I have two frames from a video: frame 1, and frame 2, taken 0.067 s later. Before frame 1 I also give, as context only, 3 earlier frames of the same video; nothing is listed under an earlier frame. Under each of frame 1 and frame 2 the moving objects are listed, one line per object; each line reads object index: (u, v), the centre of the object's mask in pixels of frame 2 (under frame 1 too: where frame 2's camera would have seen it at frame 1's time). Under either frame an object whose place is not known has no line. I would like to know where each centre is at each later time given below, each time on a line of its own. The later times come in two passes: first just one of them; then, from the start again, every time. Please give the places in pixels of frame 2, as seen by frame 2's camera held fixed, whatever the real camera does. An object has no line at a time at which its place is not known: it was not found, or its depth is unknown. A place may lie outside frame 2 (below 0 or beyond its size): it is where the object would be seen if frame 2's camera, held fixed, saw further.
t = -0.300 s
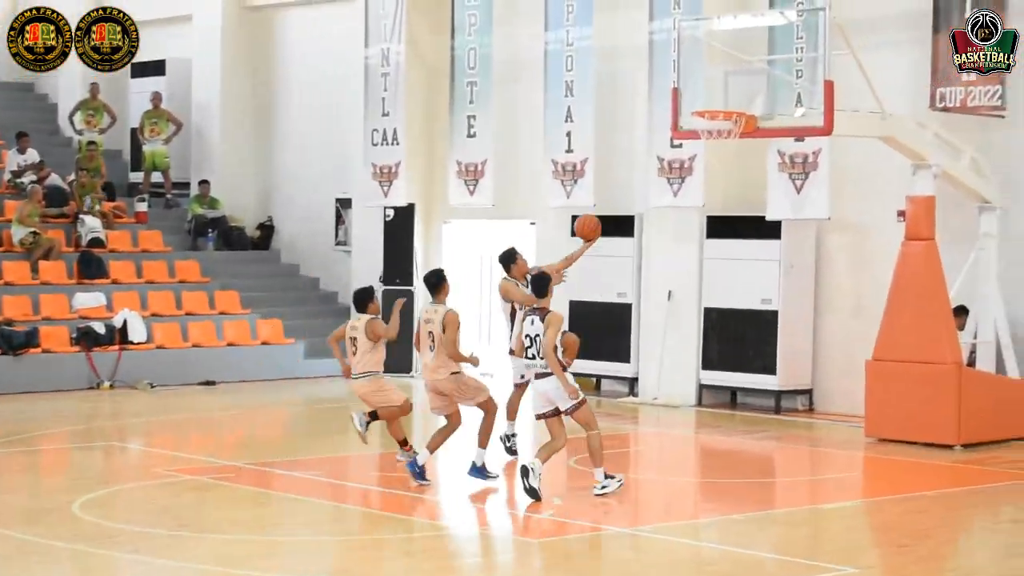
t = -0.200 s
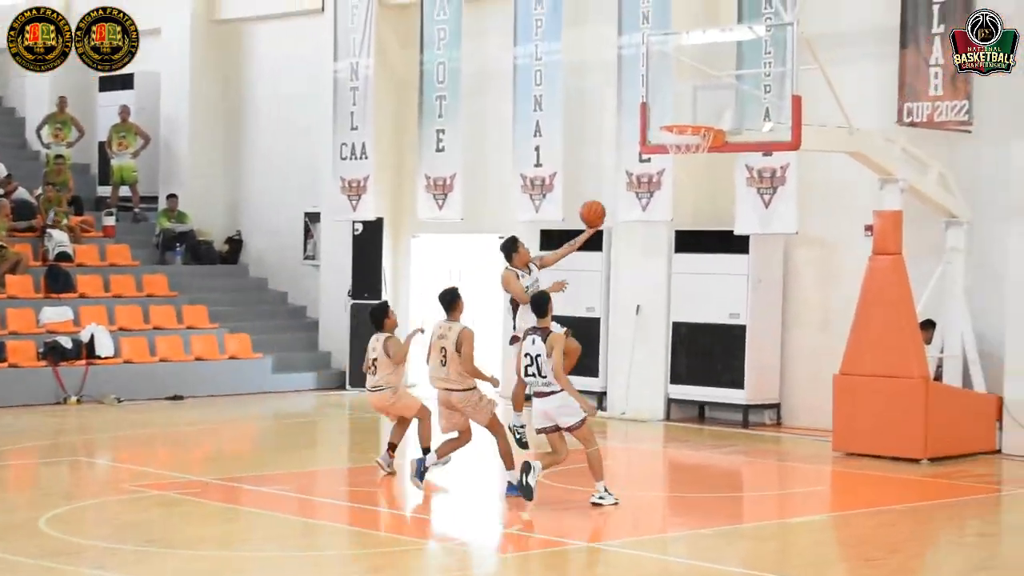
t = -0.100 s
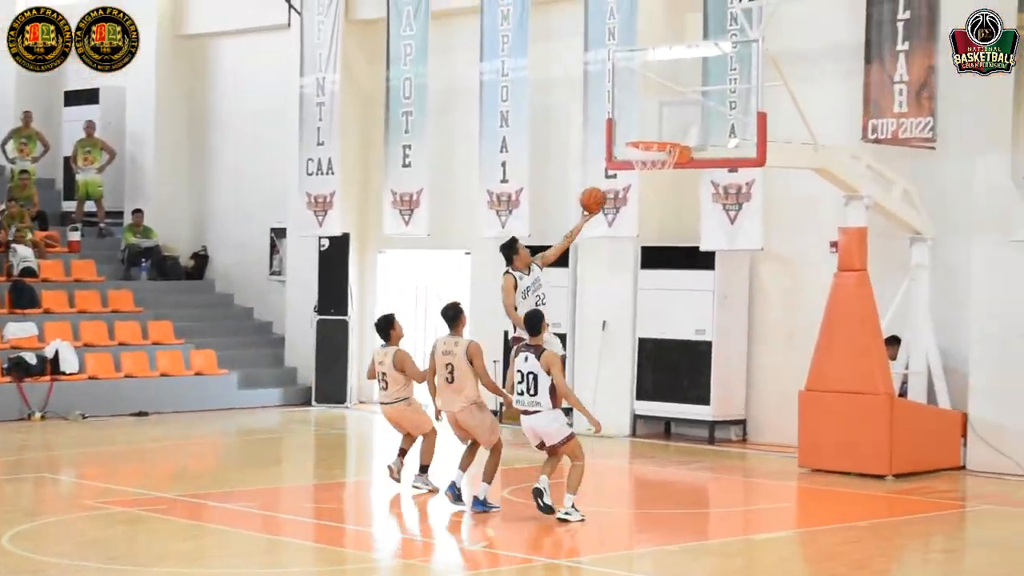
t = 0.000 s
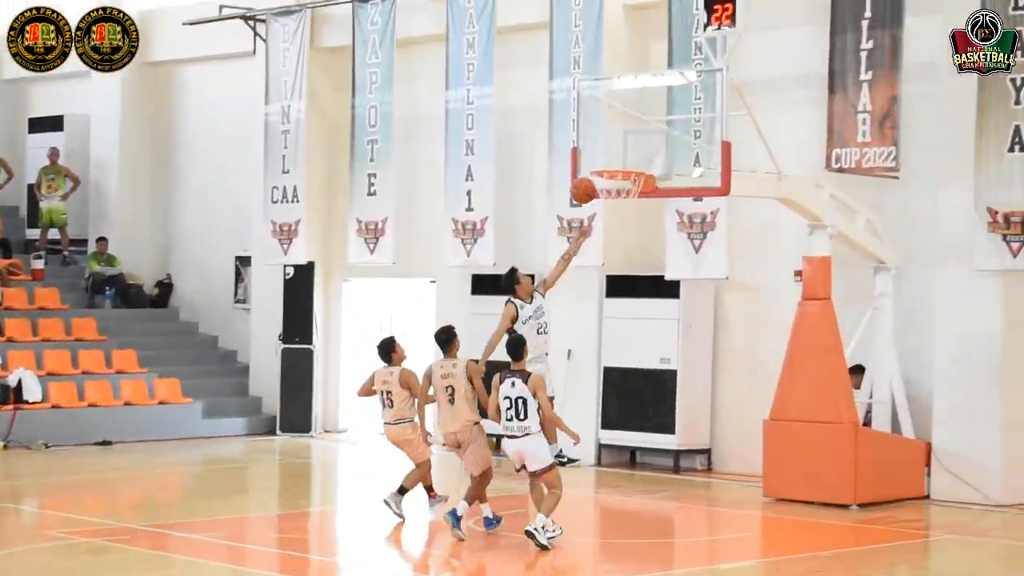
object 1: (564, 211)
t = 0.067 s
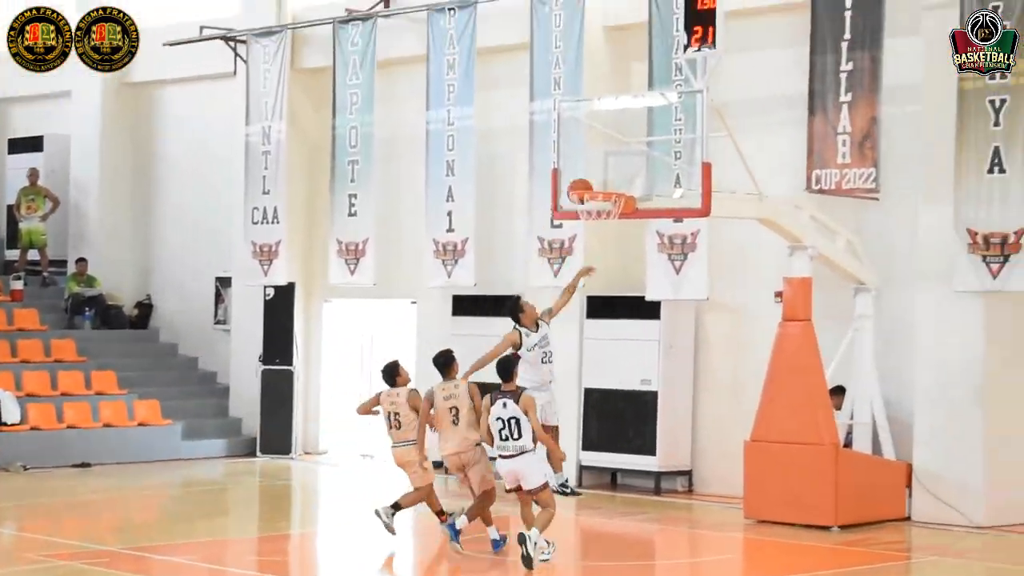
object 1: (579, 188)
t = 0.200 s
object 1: (586, 171)
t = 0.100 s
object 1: (588, 181)
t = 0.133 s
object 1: (588, 179)
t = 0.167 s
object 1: (587, 174)
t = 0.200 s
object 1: (586, 171)
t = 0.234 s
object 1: (585, 168)
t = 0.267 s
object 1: (585, 167)
